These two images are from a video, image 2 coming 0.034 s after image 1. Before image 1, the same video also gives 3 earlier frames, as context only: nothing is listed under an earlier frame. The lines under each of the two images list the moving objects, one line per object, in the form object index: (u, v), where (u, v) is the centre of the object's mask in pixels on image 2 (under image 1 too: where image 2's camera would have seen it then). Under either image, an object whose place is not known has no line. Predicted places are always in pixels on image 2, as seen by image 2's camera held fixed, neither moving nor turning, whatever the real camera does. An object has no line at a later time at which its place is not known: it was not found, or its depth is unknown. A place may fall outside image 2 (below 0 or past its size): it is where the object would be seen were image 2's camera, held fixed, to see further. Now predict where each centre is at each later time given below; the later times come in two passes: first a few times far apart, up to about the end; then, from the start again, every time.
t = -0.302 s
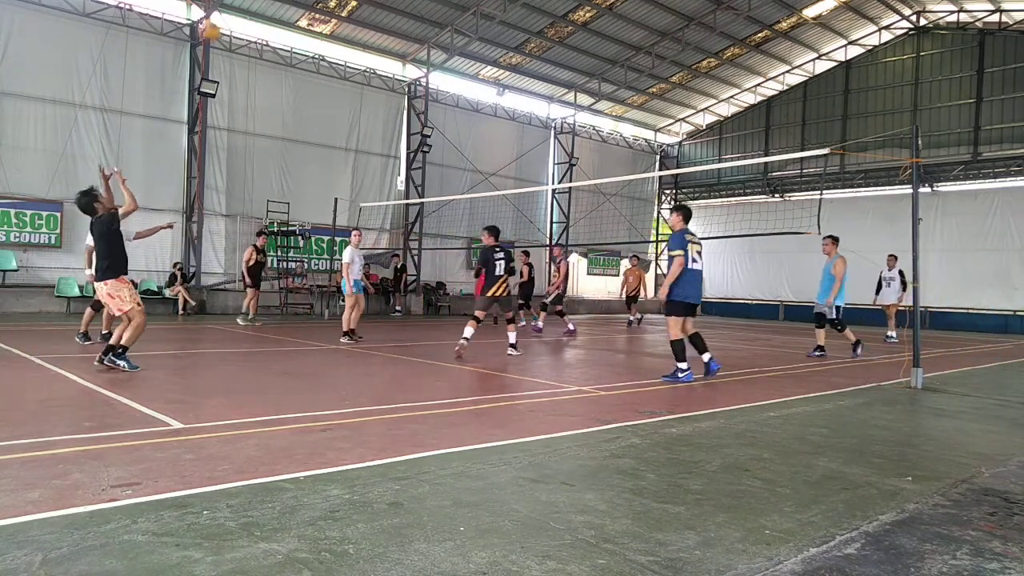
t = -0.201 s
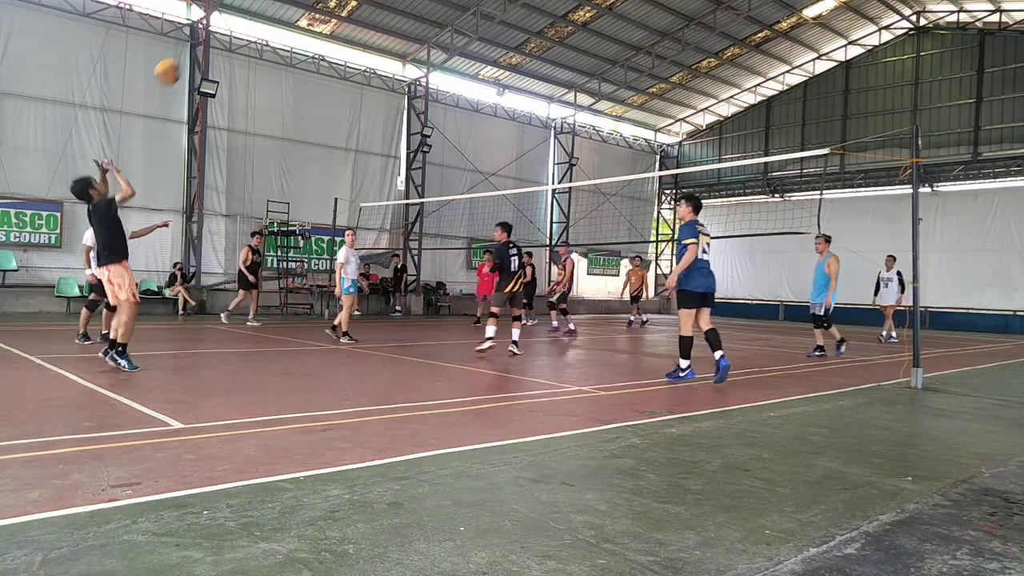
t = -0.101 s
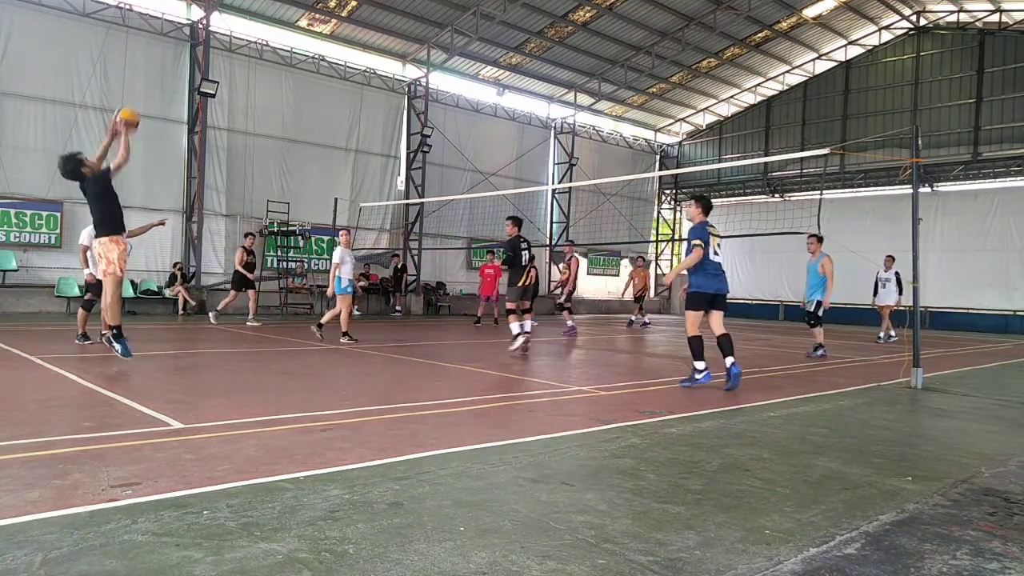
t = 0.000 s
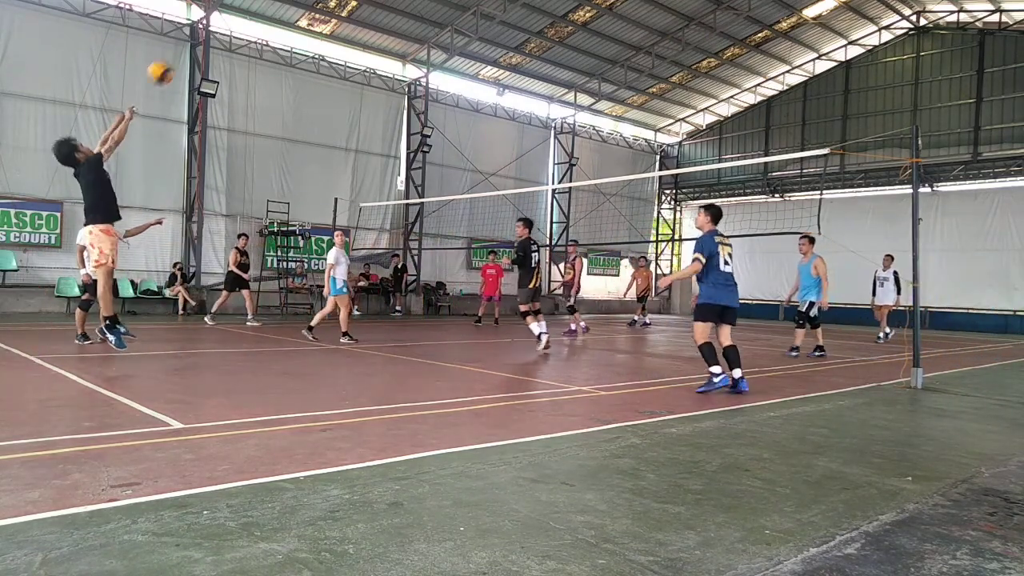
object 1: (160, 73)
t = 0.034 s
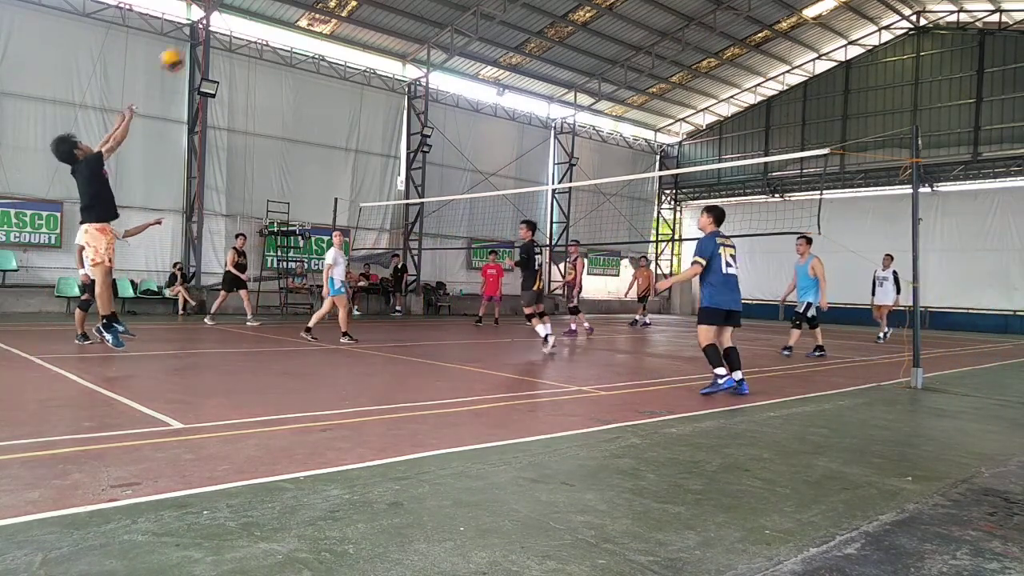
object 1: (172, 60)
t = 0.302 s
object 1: (252, 9)
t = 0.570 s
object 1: (315, 28)
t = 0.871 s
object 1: (369, 112)
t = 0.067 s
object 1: (183, 48)
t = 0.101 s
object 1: (193, 40)
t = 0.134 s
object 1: (203, 31)
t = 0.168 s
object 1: (213, 24)
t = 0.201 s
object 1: (225, 17)
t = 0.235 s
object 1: (235, 12)
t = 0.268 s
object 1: (243, 10)
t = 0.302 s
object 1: (252, 9)
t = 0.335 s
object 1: (259, 7)
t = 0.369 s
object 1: (269, 8)
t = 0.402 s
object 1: (277, 9)
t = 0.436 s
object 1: (285, 10)
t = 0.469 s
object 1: (293, 13)
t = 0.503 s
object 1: (300, 17)
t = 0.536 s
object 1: (308, 21)
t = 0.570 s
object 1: (315, 28)
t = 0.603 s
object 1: (322, 34)
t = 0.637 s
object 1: (327, 41)
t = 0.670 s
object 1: (334, 49)
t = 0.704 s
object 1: (341, 58)
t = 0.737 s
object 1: (347, 70)
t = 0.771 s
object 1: (353, 78)
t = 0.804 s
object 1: (358, 89)
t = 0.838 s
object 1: (363, 99)
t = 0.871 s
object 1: (369, 112)
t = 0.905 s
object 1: (374, 124)
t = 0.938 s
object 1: (378, 137)
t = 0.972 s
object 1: (382, 151)
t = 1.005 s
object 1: (387, 165)
